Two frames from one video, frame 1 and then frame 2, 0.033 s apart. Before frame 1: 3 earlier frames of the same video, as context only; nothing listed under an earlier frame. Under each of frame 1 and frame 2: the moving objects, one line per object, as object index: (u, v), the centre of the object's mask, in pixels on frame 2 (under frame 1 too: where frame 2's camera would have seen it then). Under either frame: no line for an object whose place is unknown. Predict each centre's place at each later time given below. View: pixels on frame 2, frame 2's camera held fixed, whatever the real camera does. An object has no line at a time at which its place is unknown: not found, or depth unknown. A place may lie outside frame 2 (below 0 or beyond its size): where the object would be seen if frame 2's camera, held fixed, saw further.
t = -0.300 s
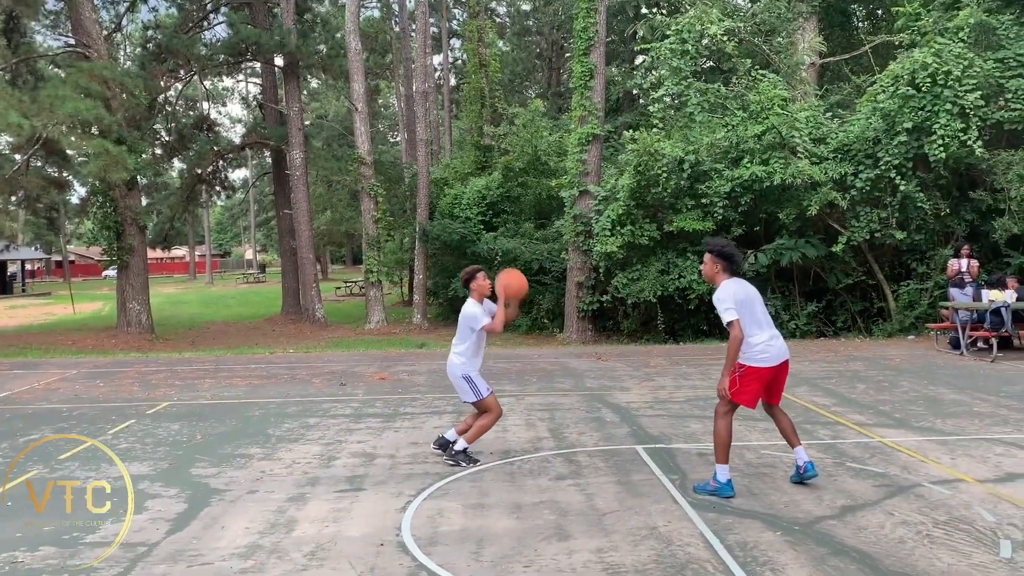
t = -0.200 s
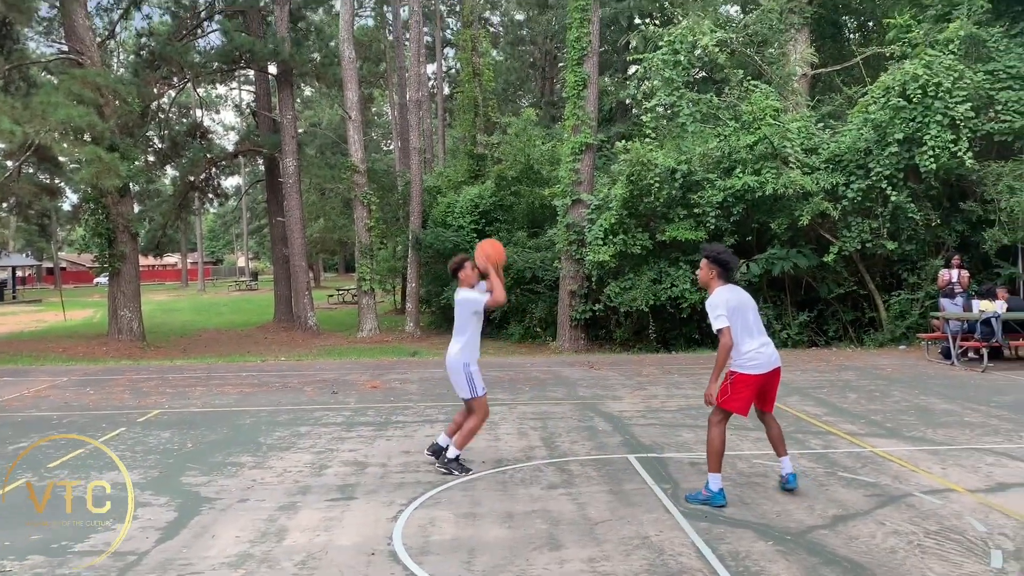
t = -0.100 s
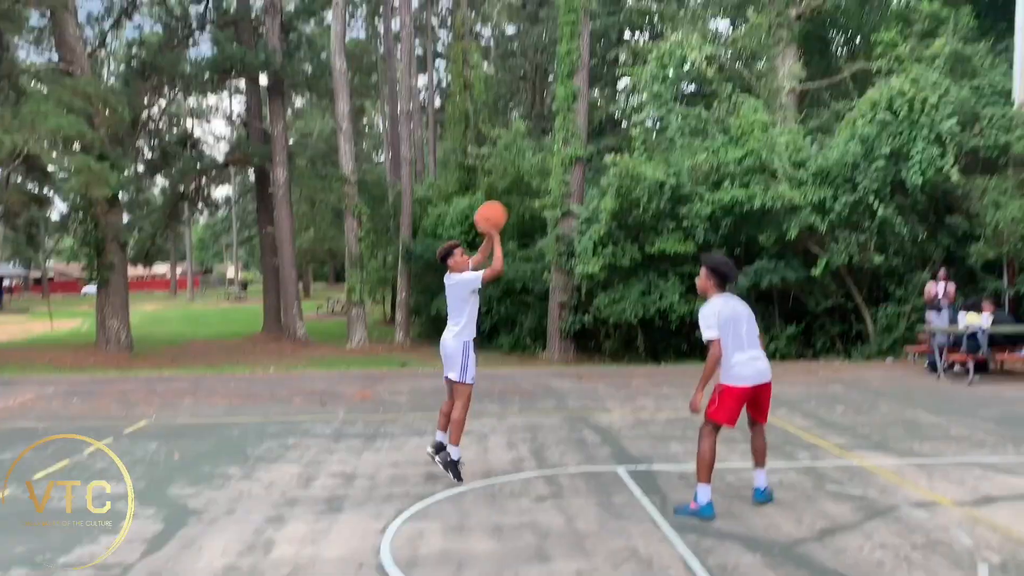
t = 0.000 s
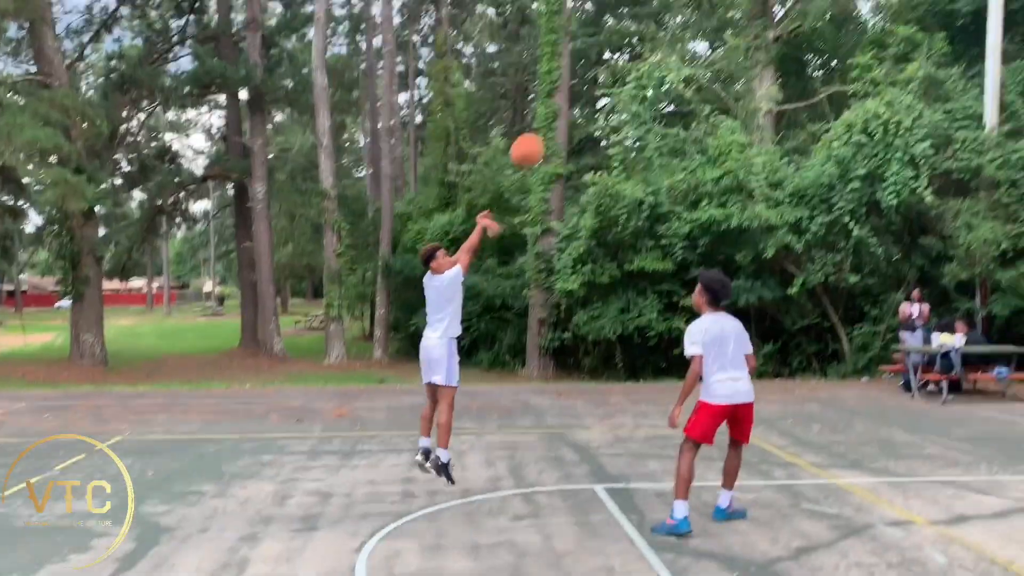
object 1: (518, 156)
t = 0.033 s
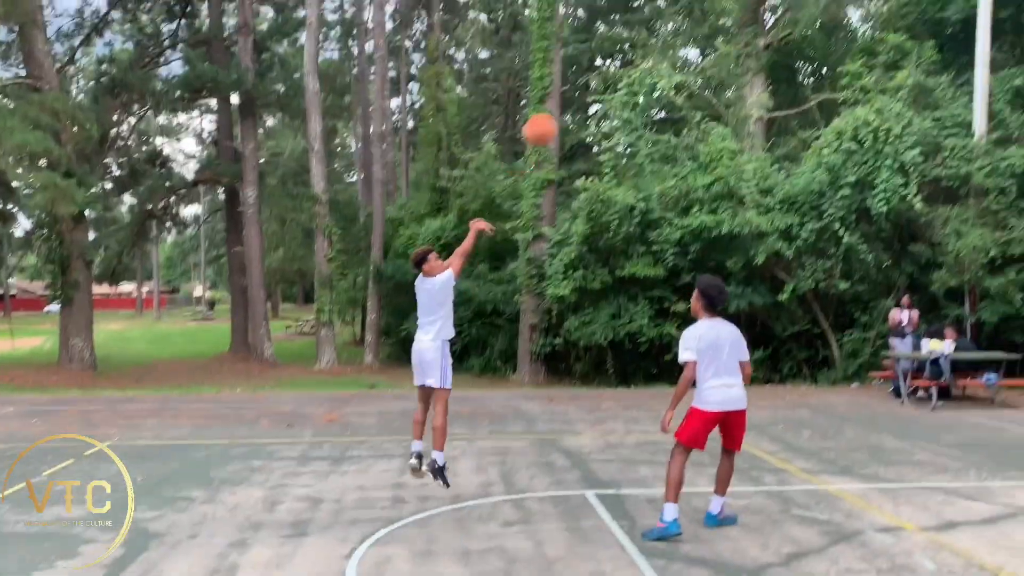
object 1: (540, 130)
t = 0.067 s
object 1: (561, 105)
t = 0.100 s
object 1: (581, 82)
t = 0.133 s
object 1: (601, 61)
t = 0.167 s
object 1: (621, 41)
